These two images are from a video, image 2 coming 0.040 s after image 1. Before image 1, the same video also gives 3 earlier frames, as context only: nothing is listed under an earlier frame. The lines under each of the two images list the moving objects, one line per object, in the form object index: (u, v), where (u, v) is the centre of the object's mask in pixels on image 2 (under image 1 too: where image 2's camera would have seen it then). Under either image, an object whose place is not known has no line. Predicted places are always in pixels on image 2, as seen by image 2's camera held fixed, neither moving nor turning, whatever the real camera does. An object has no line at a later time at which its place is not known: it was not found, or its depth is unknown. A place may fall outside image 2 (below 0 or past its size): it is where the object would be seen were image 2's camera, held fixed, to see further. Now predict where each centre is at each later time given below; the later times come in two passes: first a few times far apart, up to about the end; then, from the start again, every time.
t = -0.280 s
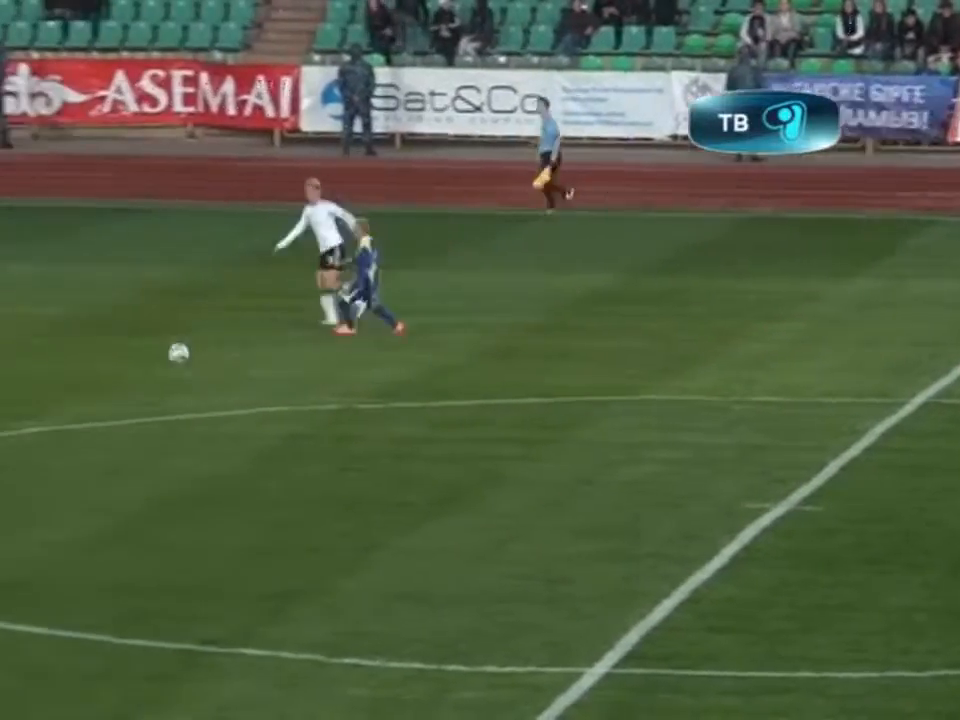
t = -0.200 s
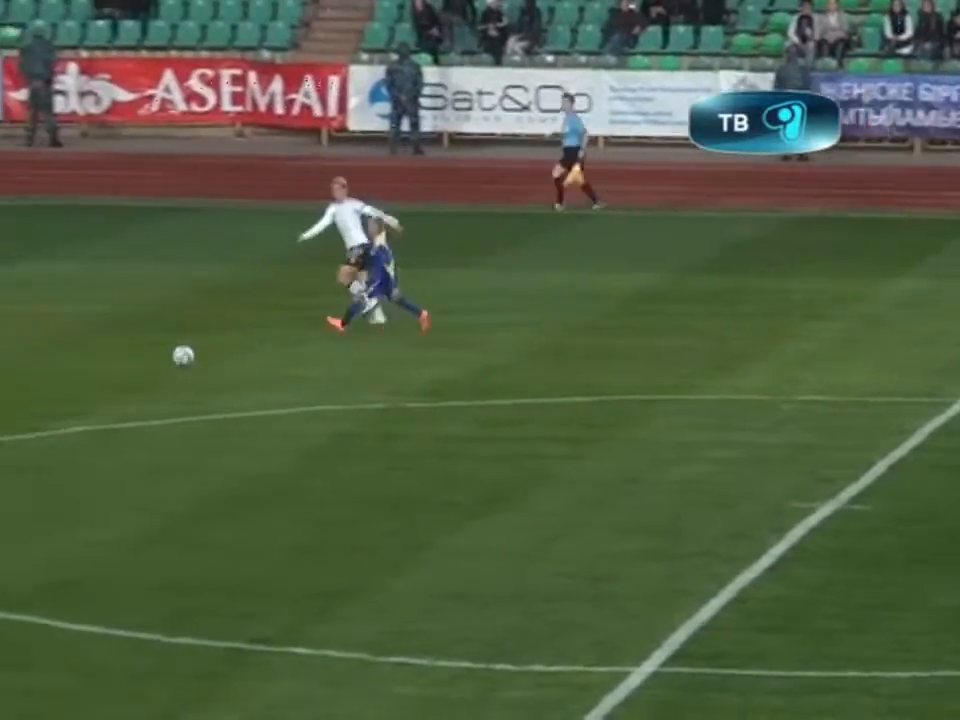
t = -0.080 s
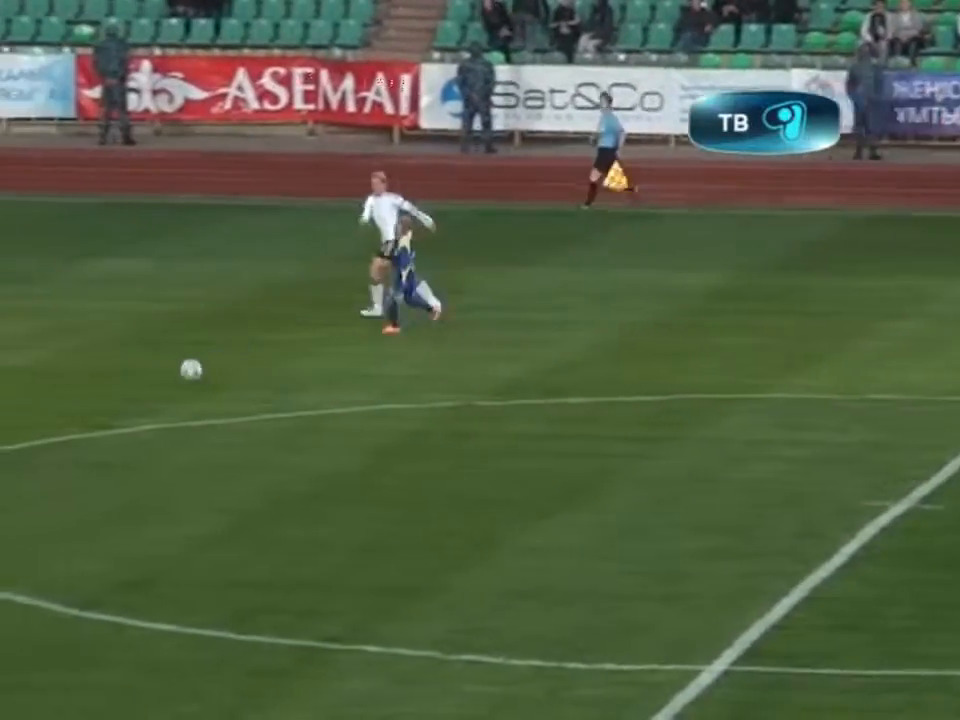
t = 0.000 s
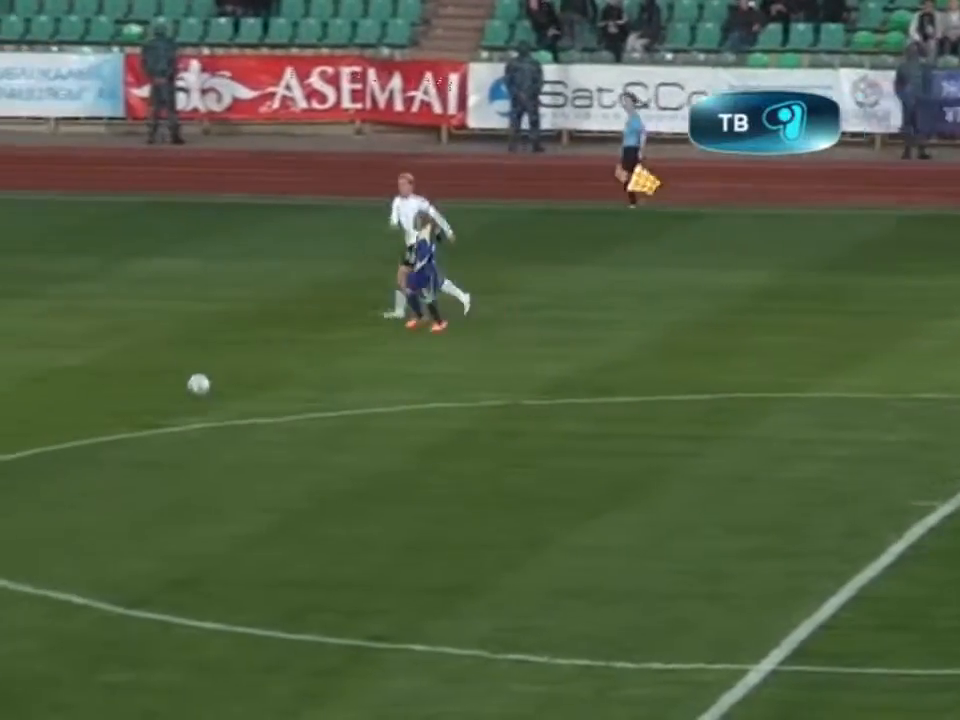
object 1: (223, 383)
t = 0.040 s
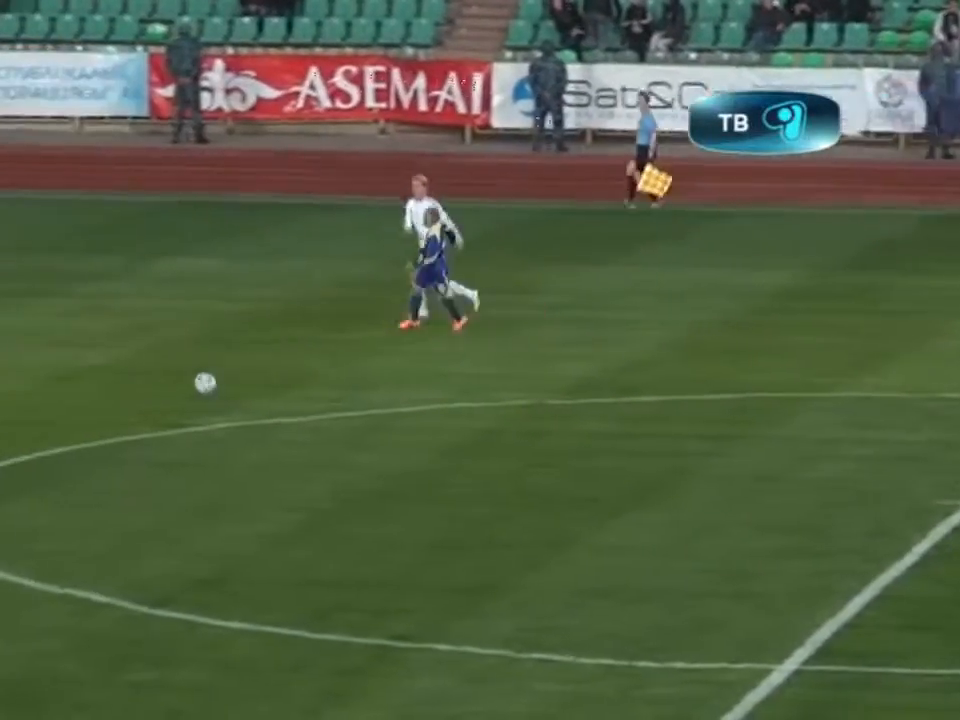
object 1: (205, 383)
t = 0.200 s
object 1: (133, 399)
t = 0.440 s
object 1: (32, 420)
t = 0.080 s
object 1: (188, 384)
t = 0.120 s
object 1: (169, 387)
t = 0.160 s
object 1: (151, 392)
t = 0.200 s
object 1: (133, 399)
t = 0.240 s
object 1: (116, 407)
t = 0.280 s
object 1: (98, 409)
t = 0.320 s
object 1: (81, 410)
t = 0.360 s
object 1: (65, 411)
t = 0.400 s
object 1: (48, 414)
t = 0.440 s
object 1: (32, 420)
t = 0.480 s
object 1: (15, 427)
